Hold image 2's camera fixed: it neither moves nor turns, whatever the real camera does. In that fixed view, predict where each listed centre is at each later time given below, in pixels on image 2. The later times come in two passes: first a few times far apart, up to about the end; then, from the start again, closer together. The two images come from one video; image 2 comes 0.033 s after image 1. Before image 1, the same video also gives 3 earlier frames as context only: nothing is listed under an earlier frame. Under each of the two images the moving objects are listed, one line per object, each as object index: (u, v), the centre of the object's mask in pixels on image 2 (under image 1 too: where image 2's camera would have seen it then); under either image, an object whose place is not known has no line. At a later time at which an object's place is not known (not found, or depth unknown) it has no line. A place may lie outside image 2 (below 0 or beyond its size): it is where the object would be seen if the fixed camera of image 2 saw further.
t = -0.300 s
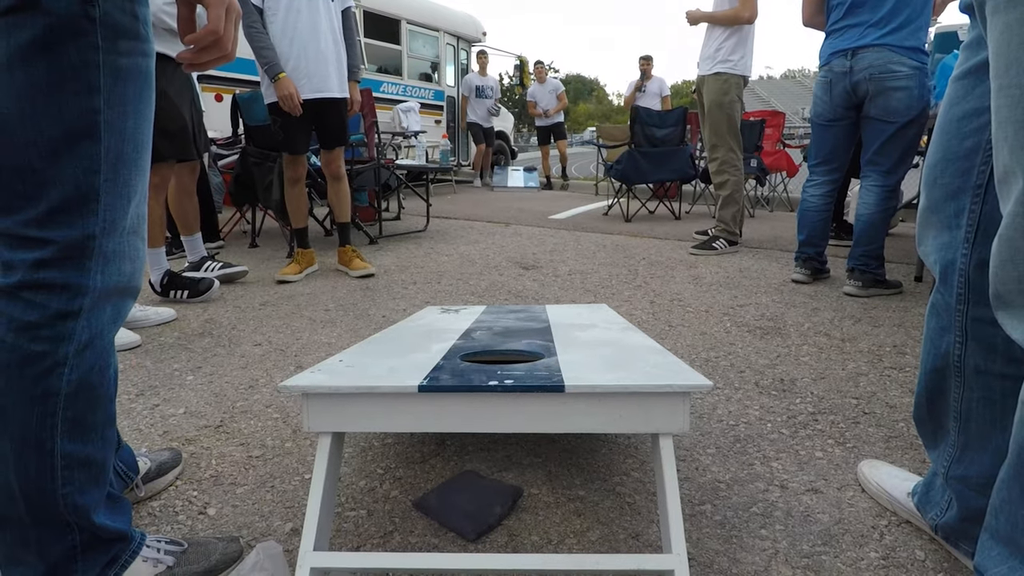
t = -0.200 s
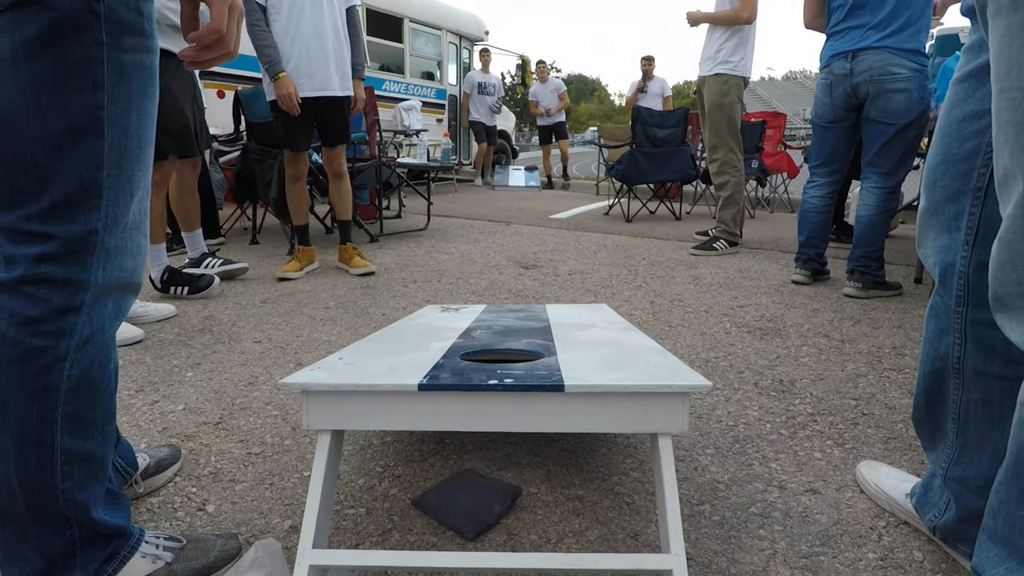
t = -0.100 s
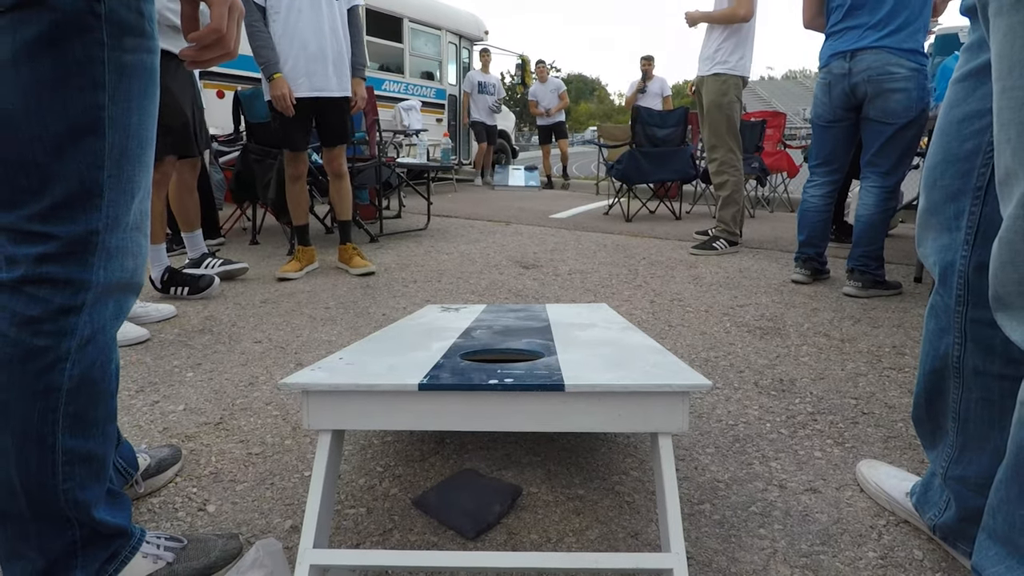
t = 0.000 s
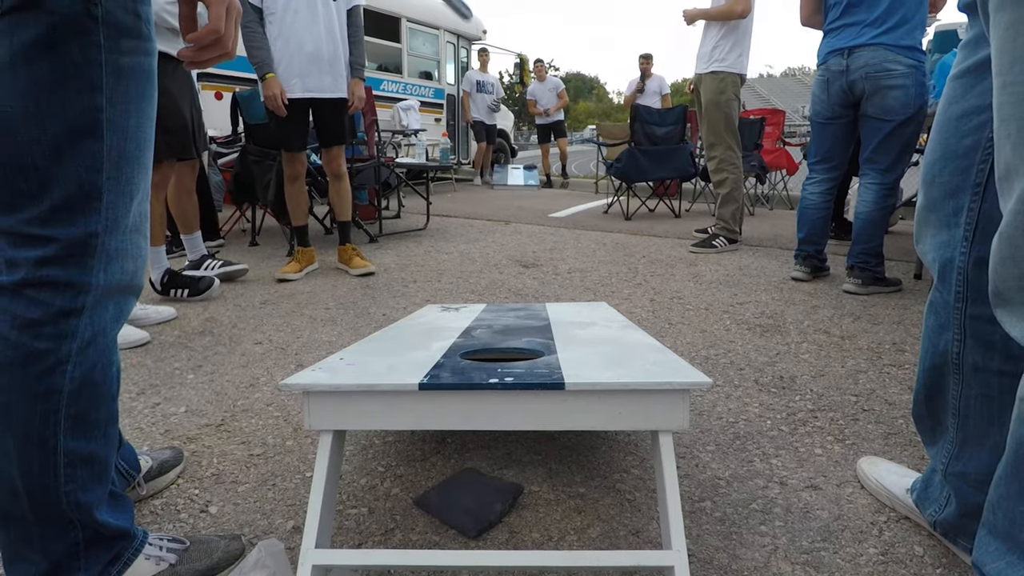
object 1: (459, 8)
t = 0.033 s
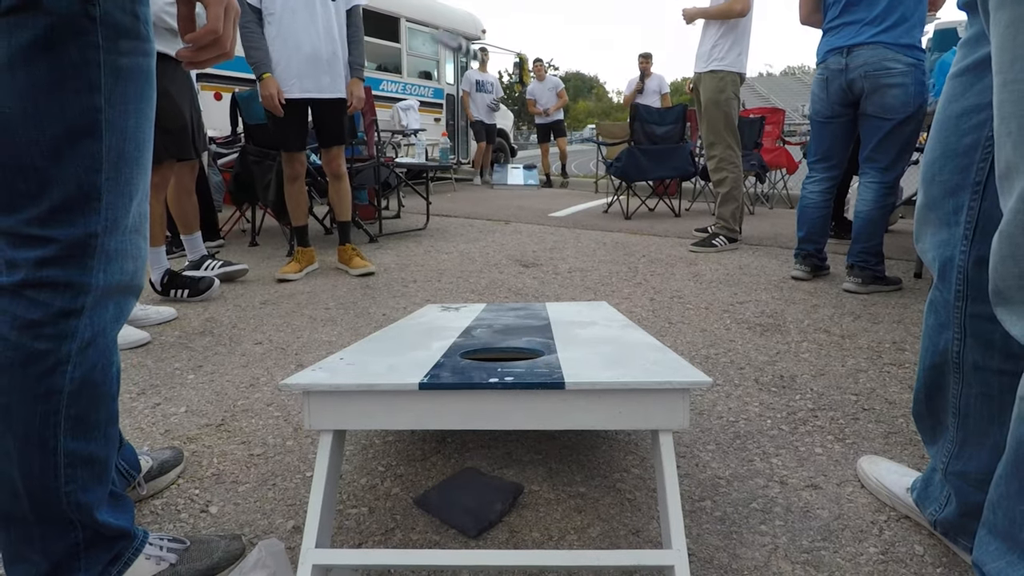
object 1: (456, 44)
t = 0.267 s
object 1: (464, 328)
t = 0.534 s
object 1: (476, 349)
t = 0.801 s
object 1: (530, 466)
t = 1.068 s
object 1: (536, 466)
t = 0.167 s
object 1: (477, 323)
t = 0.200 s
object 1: (474, 320)
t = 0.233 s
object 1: (470, 321)
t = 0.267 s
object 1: (464, 328)
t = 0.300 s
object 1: (461, 339)
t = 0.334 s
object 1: (458, 344)
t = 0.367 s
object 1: (459, 344)
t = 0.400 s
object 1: (464, 343)
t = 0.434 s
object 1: (468, 344)
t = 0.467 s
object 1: (472, 345)
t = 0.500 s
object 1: (474, 347)
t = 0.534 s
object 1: (476, 349)
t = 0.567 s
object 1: (478, 349)
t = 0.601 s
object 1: (483, 350)
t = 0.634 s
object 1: (493, 356)
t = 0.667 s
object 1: (499, 444)
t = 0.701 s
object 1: (506, 452)
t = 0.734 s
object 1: (517, 464)
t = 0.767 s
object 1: (524, 469)
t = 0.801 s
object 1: (530, 466)
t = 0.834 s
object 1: (533, 466)
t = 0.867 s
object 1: (536, 466)
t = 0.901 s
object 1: (536, 465)
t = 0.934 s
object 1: (536, 466)
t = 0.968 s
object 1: (536, 466)
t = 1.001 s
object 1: (536, 466)
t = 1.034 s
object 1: (536, 467)
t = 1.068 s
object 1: (536, 466)
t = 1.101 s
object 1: (536, 466)
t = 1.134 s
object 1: (536, 466)
